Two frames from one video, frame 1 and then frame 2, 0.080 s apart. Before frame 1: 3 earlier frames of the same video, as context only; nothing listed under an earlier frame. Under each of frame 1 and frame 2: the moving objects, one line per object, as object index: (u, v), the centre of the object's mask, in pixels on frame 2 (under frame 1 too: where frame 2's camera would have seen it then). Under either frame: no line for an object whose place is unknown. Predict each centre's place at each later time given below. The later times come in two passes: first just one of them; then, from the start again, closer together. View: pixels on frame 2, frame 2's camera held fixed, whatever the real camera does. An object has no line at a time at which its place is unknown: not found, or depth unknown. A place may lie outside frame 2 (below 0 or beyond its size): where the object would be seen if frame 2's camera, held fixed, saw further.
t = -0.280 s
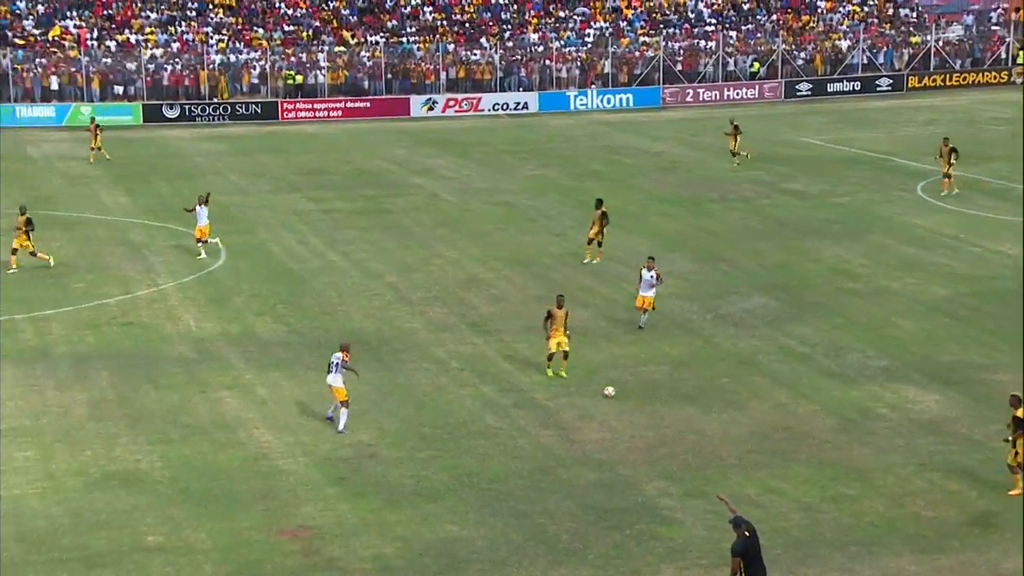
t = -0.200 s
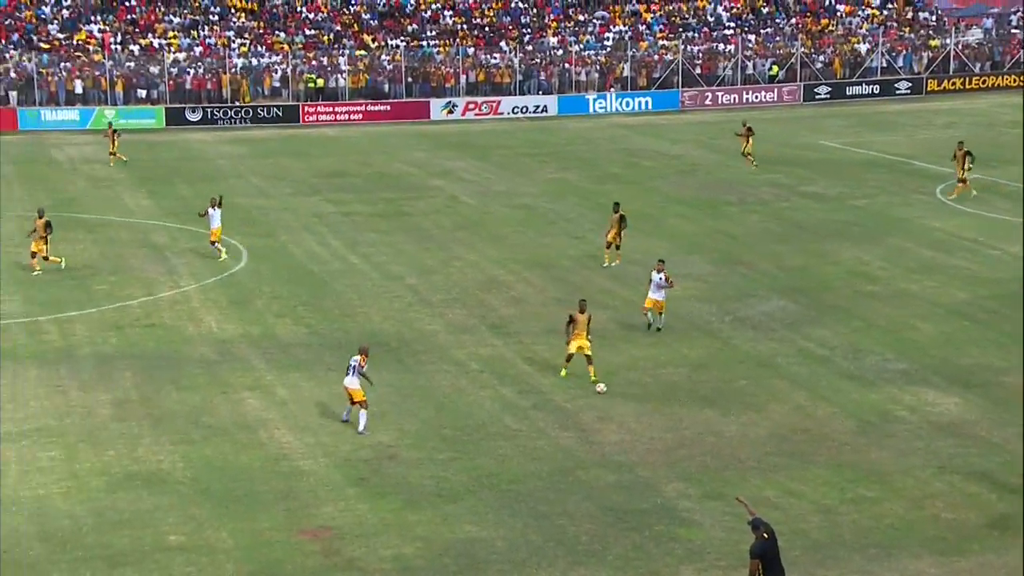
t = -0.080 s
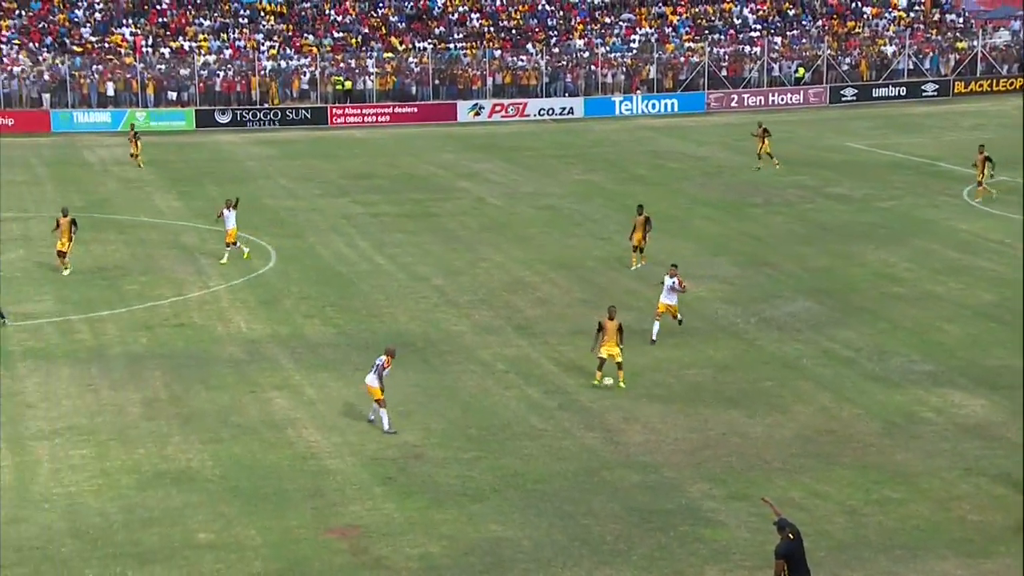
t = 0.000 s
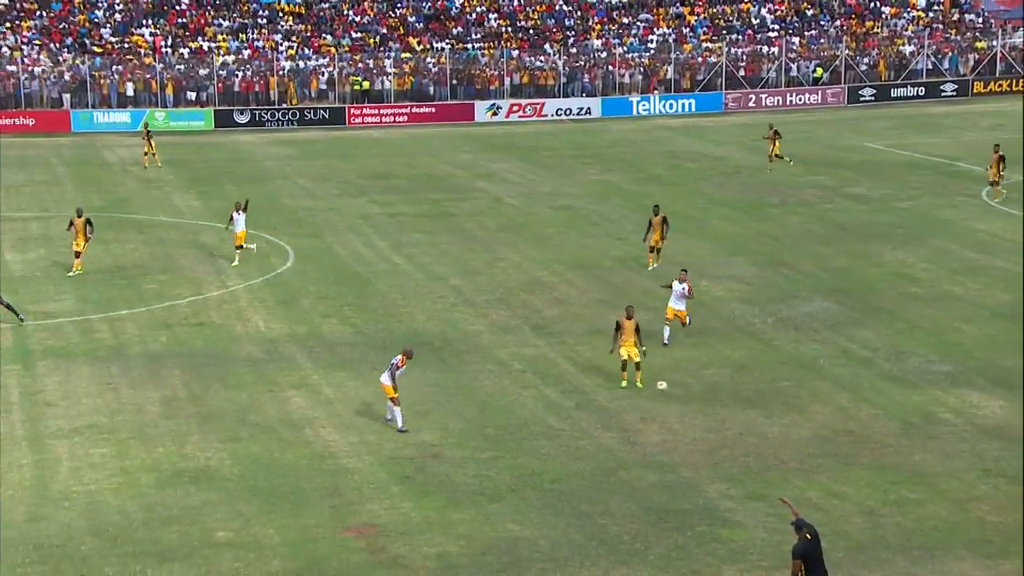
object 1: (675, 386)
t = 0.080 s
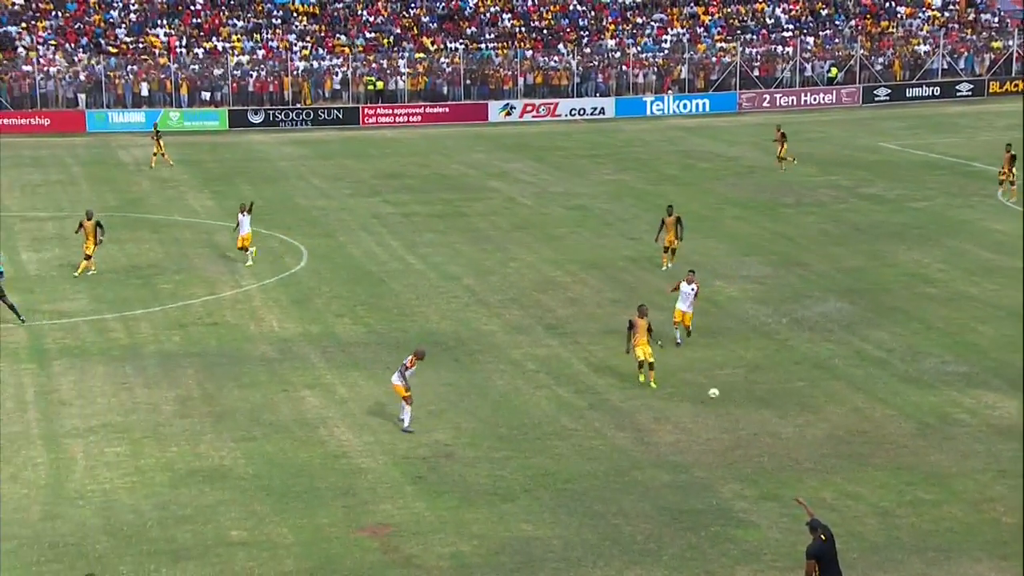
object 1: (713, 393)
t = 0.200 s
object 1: (773, 410)
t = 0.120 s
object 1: (733, 397)
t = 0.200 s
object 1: (773, 410)
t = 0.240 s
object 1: (793, 417)
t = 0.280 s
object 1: (815, 424)
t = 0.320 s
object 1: (833, 426)
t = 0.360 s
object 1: (851, 426)
